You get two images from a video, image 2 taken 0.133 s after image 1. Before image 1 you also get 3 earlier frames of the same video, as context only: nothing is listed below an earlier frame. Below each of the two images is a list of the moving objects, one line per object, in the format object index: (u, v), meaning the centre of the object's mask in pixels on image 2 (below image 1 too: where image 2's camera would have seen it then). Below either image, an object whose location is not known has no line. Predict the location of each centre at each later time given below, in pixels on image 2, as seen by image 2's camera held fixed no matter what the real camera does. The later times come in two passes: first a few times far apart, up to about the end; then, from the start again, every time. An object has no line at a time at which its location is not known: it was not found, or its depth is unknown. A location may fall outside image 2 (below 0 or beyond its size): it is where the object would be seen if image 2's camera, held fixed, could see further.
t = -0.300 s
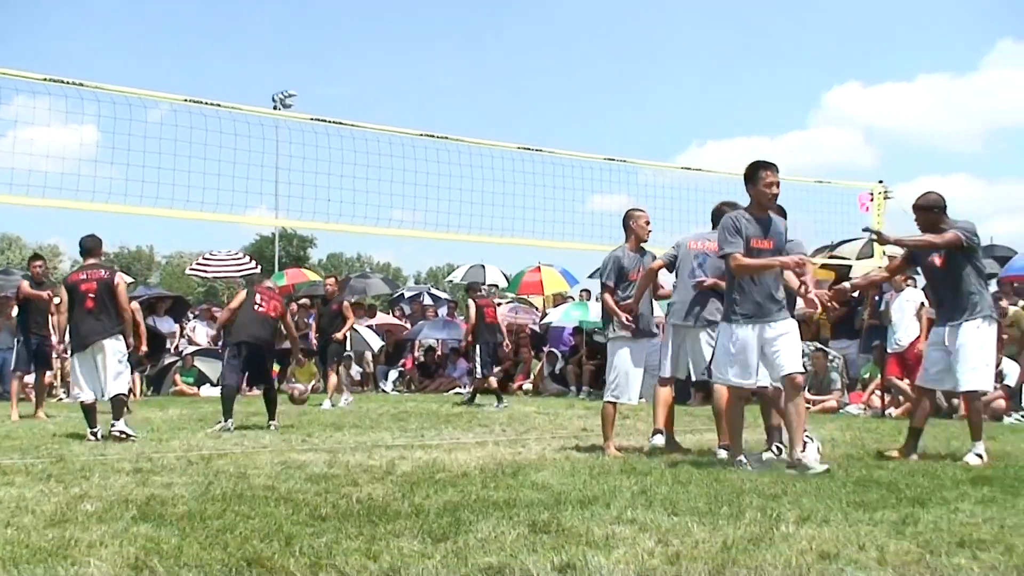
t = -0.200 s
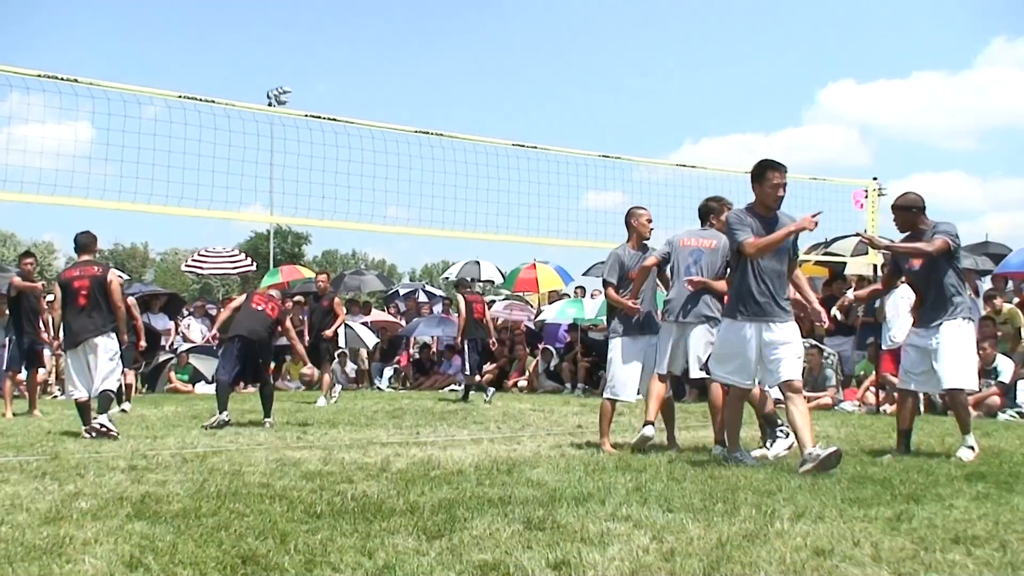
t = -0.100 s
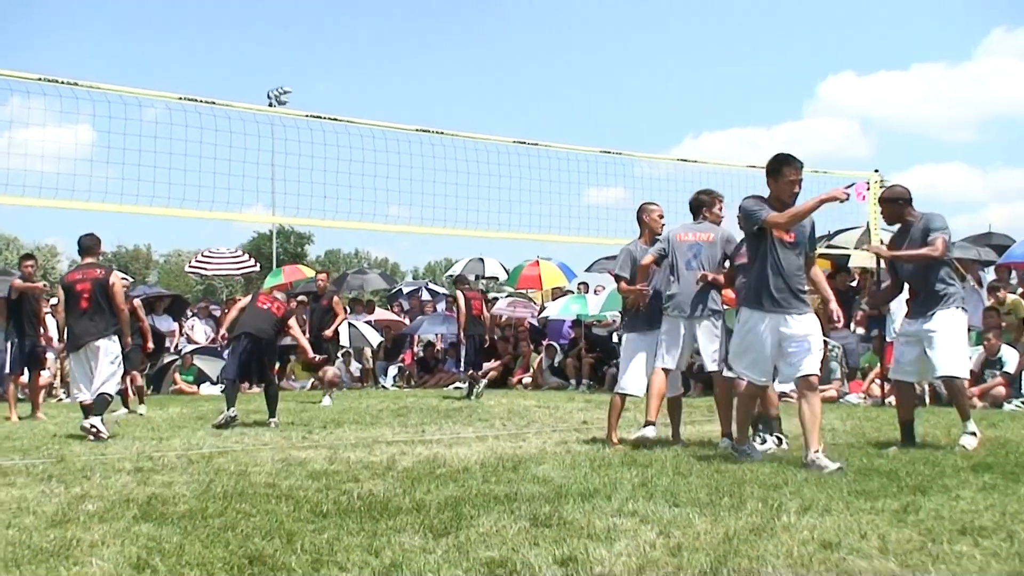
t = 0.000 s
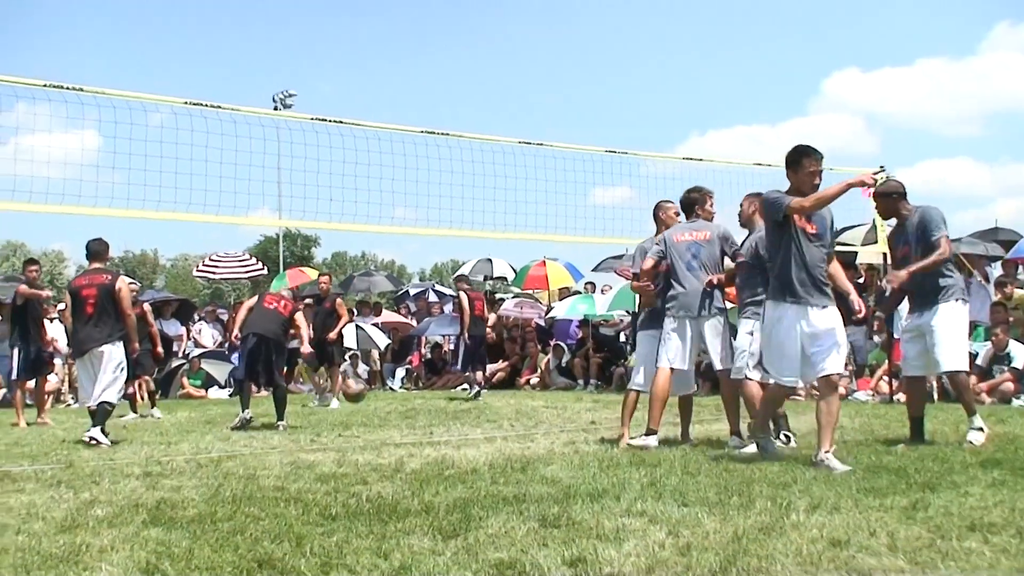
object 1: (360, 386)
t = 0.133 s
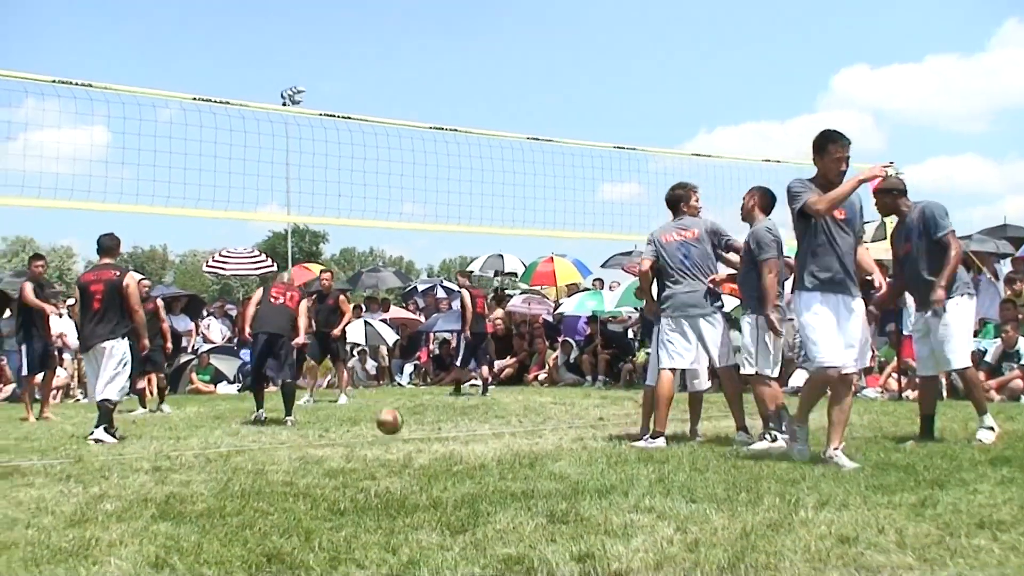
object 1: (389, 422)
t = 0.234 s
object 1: (403, 416)
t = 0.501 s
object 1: (431, 422)
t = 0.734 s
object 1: (461, 423)
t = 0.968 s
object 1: (503, 459)
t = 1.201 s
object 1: (560, 480)
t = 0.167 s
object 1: (397, 427)
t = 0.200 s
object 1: (400, 422)
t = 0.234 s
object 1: (403, 416)
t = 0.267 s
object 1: (407, 410)
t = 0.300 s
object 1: (410, 407)
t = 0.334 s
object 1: (412, 406)
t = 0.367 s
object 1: (416, 405)
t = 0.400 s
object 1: (419, 406)
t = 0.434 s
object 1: (422, 409)
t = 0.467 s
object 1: (426, 413)
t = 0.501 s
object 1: (431, 422)
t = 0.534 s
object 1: (434, 432)
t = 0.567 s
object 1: (439, 440)
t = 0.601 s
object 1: (443, 436)
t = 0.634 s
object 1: (447, 429)
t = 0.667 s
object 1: (451, 425)
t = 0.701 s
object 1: (457, 423)
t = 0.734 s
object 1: (461, 423)
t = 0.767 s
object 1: (467, 425)
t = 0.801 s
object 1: (472, 429)
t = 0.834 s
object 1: (477, 436)
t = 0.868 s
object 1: (483, 446)
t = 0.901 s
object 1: (489, 457)
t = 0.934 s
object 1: (496, 460)
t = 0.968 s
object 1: (503, 459)
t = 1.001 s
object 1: (510, 457)
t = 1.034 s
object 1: (518, 458)
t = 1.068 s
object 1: (526, 461)
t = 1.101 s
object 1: (535, 468)
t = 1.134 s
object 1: (543, 473)
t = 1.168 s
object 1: (553, 478)
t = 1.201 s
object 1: (560, 480)
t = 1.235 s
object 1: (569, 481)
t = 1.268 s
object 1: (580, 484)
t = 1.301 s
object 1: (589, 488)
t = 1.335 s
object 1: (600, 494)
